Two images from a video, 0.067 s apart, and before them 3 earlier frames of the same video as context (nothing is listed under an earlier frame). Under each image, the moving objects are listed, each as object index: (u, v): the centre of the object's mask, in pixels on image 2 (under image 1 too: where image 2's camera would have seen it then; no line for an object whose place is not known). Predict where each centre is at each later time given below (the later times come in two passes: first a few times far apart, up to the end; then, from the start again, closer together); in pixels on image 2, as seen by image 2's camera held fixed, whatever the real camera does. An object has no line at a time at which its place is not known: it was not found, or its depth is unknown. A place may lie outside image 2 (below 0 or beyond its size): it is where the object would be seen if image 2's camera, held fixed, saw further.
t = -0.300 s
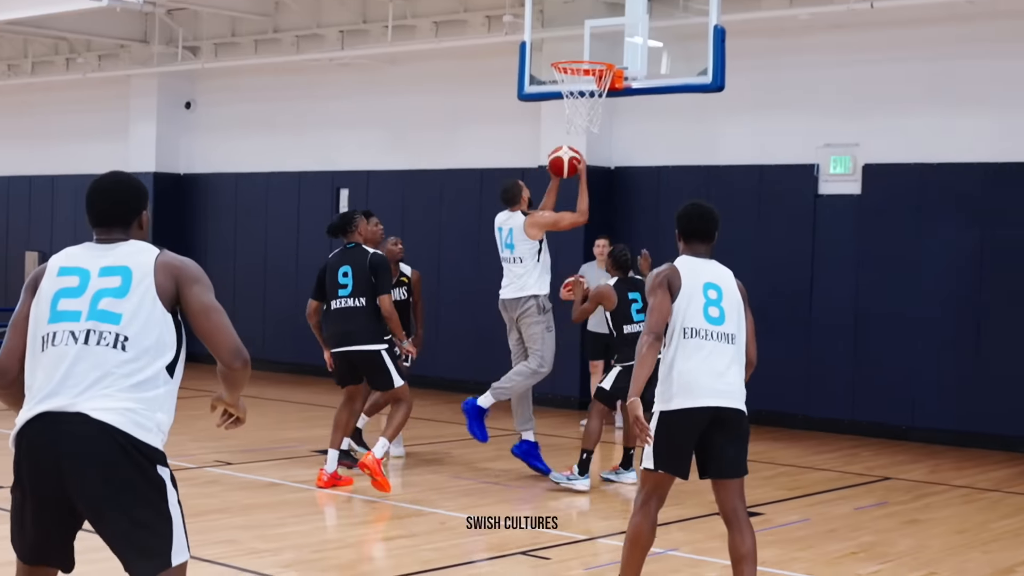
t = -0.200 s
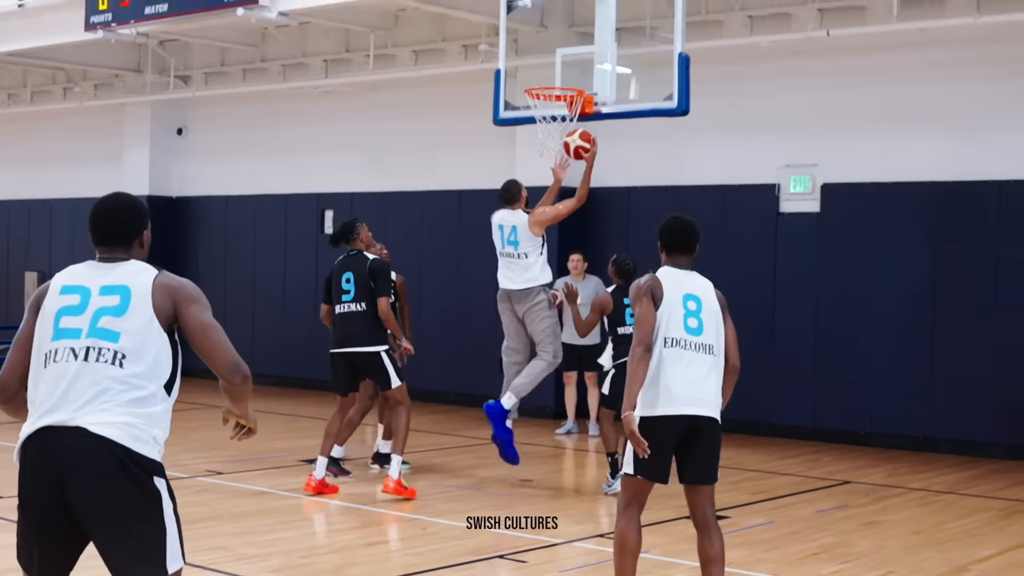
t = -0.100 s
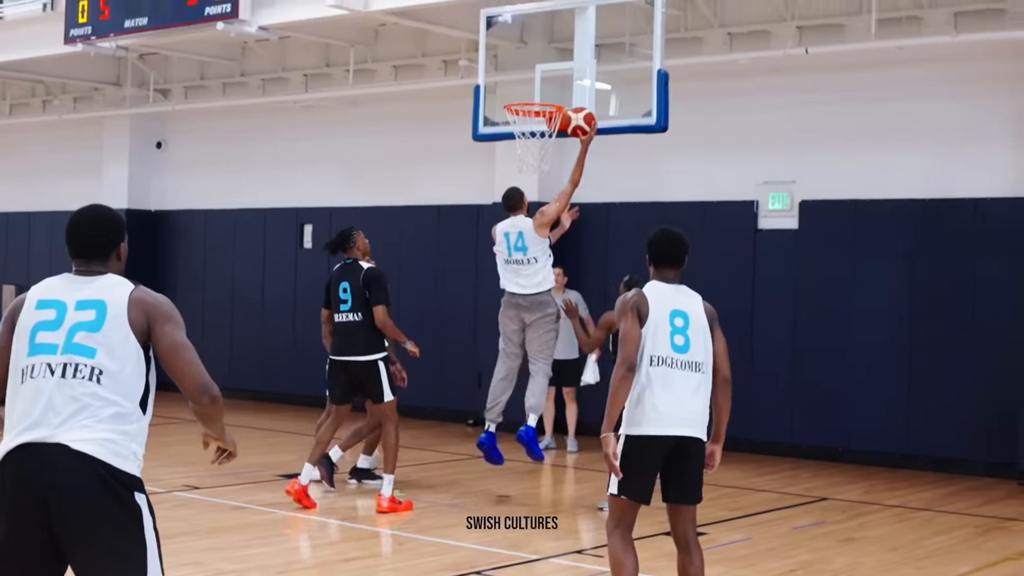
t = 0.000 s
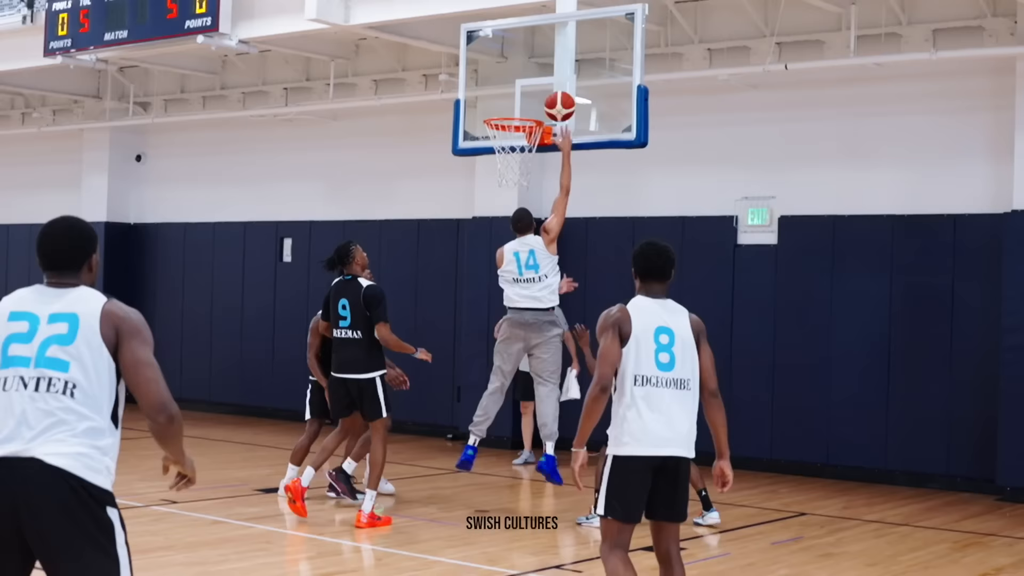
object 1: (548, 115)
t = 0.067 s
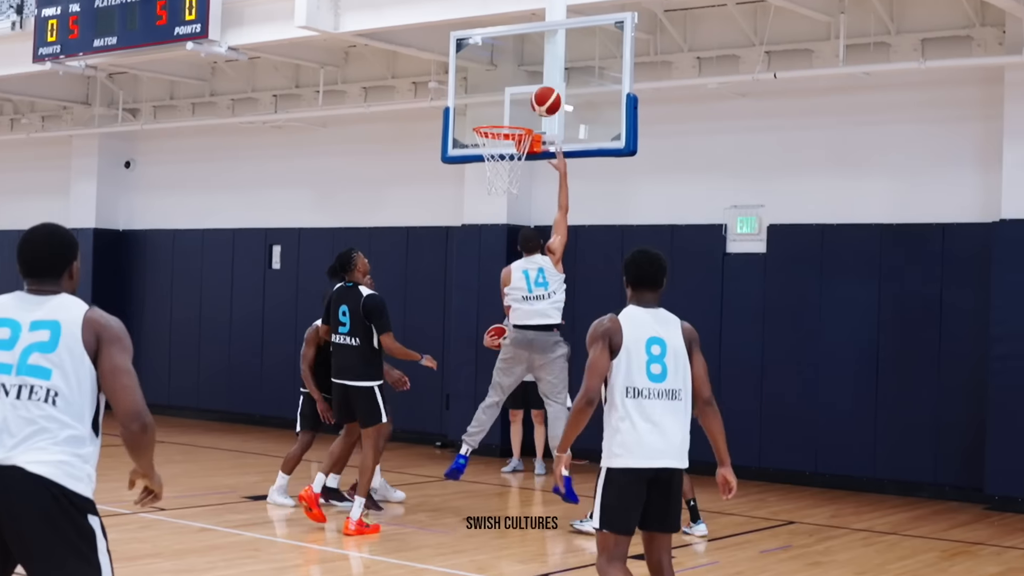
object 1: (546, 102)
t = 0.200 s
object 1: (540, 92)
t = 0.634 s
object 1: (482, 182)
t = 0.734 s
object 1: (477, 221)
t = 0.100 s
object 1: (544, 97)
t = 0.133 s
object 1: (543, 94)
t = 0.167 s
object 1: (541, 93)
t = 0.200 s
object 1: (540, 92)
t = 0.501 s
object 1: (495, 140)
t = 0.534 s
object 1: (490, 149)
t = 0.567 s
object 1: (487, 162)
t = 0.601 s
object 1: (484, 172)
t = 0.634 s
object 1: (482, 182)
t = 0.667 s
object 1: (481, 193)
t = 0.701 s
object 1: (479, 206)
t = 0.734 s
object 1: (477, 221)
